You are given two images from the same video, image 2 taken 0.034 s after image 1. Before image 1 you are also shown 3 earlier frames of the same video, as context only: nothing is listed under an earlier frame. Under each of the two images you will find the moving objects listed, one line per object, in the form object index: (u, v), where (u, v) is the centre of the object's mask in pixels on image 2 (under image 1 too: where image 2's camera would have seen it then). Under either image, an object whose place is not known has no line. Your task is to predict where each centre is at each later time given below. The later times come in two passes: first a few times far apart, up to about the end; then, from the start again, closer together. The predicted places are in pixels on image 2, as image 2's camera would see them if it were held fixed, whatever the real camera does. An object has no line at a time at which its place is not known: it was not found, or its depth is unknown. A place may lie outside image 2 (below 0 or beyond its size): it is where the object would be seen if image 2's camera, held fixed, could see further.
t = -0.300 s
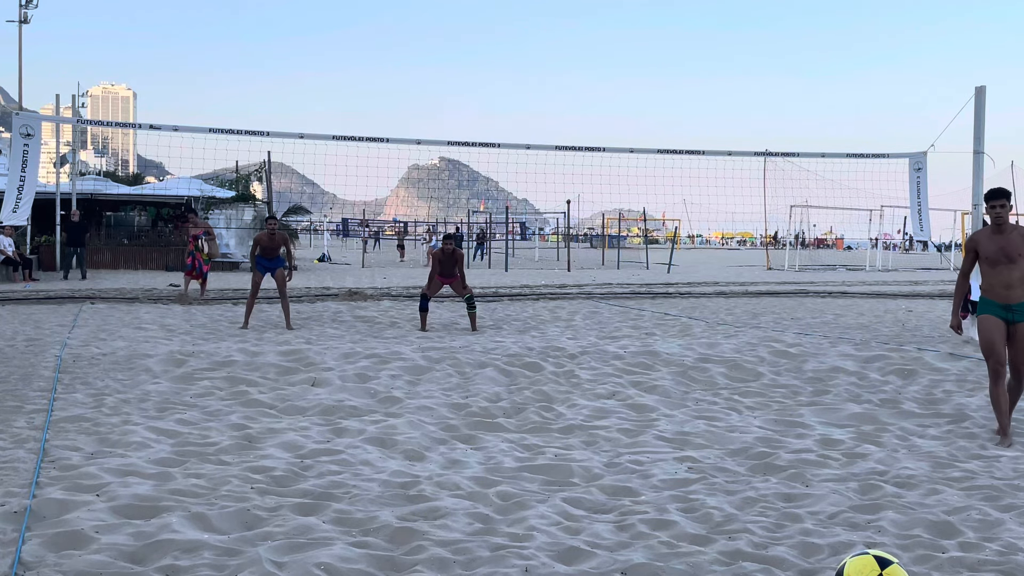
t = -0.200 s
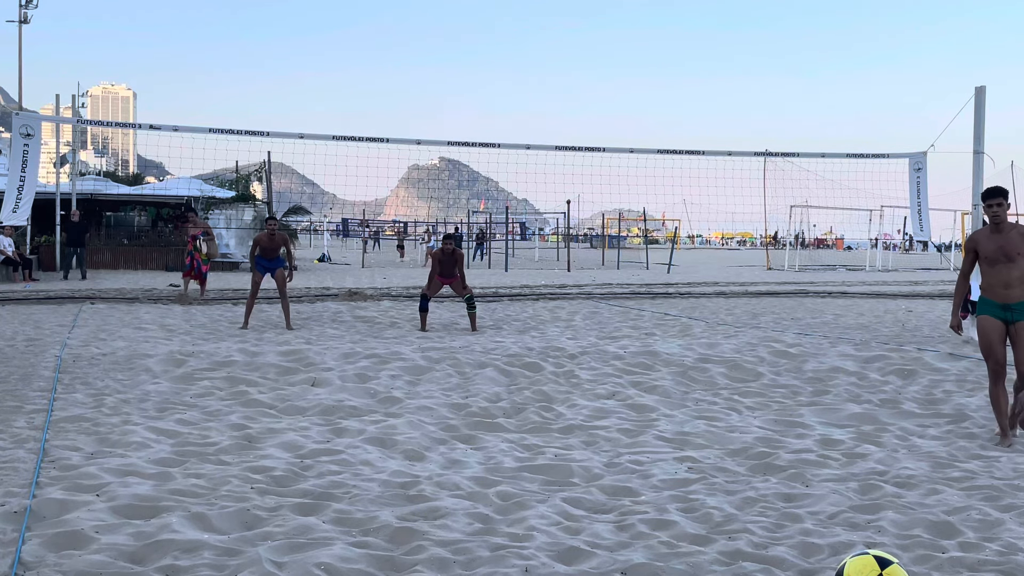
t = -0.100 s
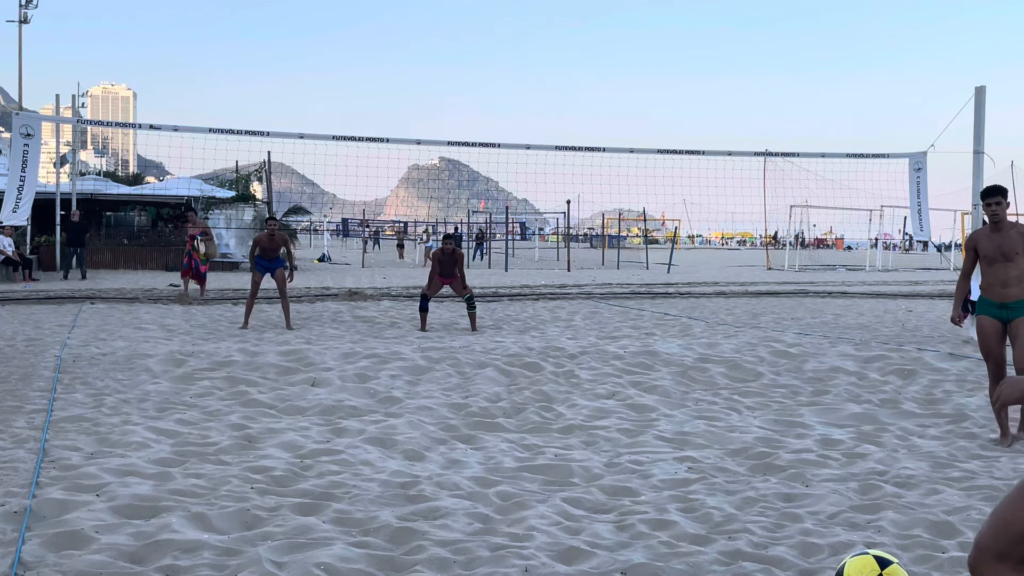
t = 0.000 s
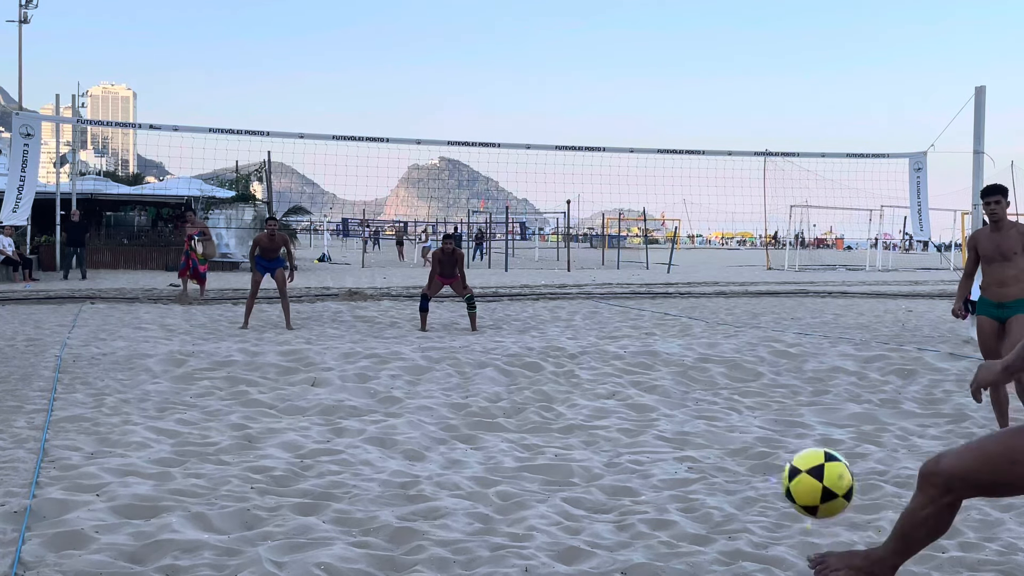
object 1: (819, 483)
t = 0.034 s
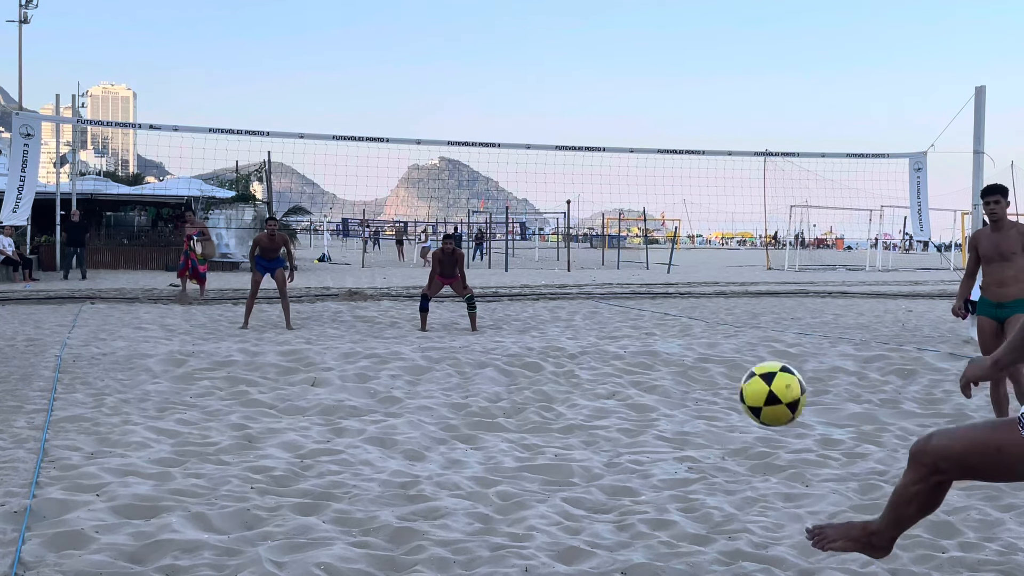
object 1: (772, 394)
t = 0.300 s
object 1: (573, 56)
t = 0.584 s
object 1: (484, 8)
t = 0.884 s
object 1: (434, 71)
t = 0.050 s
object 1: (753, 355)
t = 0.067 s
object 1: (735, 321)
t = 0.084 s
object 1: (718, 289)
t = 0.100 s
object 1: (701, 260)
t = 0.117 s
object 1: (687, 233)
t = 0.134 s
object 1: (673, 209)
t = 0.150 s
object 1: (661, 187)
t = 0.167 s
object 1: (648, 166)
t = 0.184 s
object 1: (637, 148)
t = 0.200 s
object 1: (626, 131)
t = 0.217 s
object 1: (616, 115)
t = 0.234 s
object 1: (607, 101)
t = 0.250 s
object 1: (598, 88)
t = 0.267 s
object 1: (589, 76)
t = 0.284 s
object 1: (581, 66)
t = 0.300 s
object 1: (573, 56)
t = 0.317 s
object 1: (566, 47)
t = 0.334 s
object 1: (559, 40)
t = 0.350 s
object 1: (552, 33)
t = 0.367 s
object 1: (546, 27)
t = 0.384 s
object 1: (540, 22)
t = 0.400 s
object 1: (534, 17)
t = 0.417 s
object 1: (528, 15)
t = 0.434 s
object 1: (523, 13)
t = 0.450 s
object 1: (518, 11)
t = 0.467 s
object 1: (513, 10)
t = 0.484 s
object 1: (508, 9)
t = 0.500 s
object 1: (504, 9)
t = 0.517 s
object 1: (500, 8)
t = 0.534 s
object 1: (496, 8)
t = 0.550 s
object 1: (492, 8)
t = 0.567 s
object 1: (488, 8)
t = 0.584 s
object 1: (484, 8)
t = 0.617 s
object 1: (477, 10)
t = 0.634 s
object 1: (474, 11)
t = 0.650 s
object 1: (470, 12)
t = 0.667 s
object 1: (467, 14)
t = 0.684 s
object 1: (464, 17)
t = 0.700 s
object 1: (461, 21)
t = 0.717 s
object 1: (458, 24)
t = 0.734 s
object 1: (455, 28)
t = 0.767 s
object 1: (450, 36)
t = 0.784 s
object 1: (448, 41)
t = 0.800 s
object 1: (445, 45)
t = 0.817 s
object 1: (443, 50)
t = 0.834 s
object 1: (440, 55)
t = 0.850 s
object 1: (438, 60)
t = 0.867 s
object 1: (436, 66)
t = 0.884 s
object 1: (434, 71)
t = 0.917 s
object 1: (430, 83)
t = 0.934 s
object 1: (428, 89)
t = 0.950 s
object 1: (426, 95)
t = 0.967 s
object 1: (424, 101)
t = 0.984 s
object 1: (422, 108)
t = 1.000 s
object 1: (420, 115)
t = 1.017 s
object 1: (419, 121)
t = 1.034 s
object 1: (417, 128)
